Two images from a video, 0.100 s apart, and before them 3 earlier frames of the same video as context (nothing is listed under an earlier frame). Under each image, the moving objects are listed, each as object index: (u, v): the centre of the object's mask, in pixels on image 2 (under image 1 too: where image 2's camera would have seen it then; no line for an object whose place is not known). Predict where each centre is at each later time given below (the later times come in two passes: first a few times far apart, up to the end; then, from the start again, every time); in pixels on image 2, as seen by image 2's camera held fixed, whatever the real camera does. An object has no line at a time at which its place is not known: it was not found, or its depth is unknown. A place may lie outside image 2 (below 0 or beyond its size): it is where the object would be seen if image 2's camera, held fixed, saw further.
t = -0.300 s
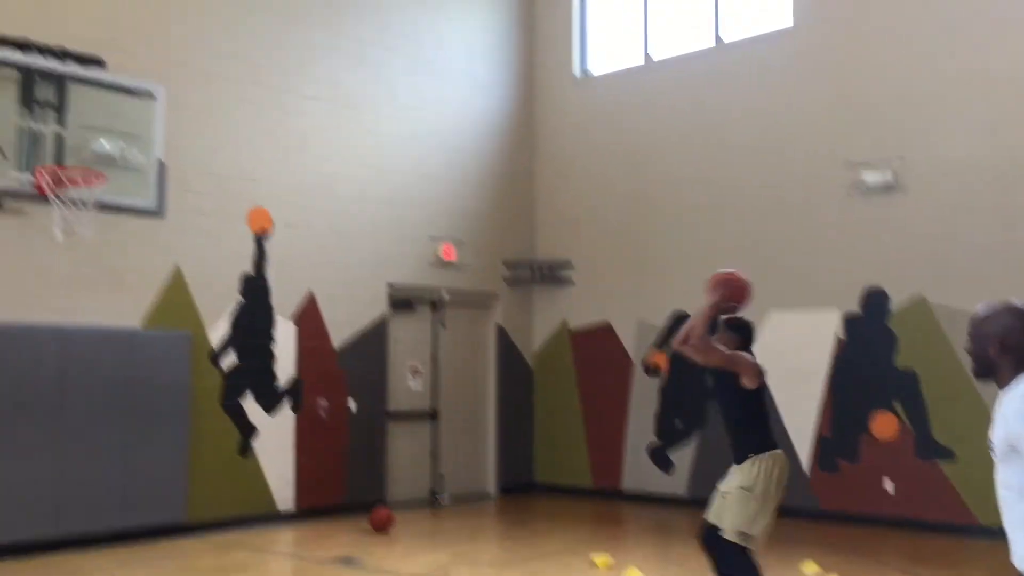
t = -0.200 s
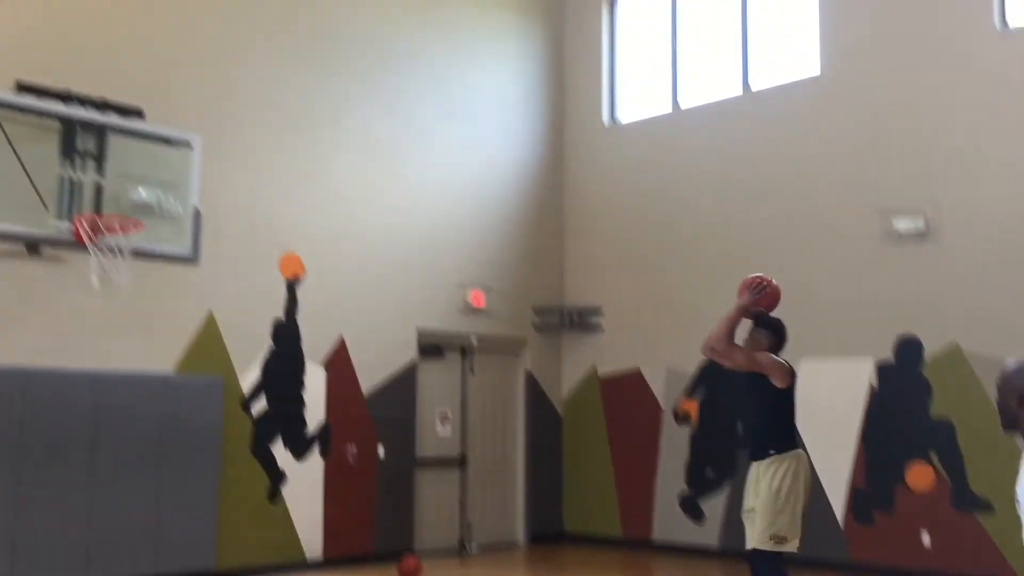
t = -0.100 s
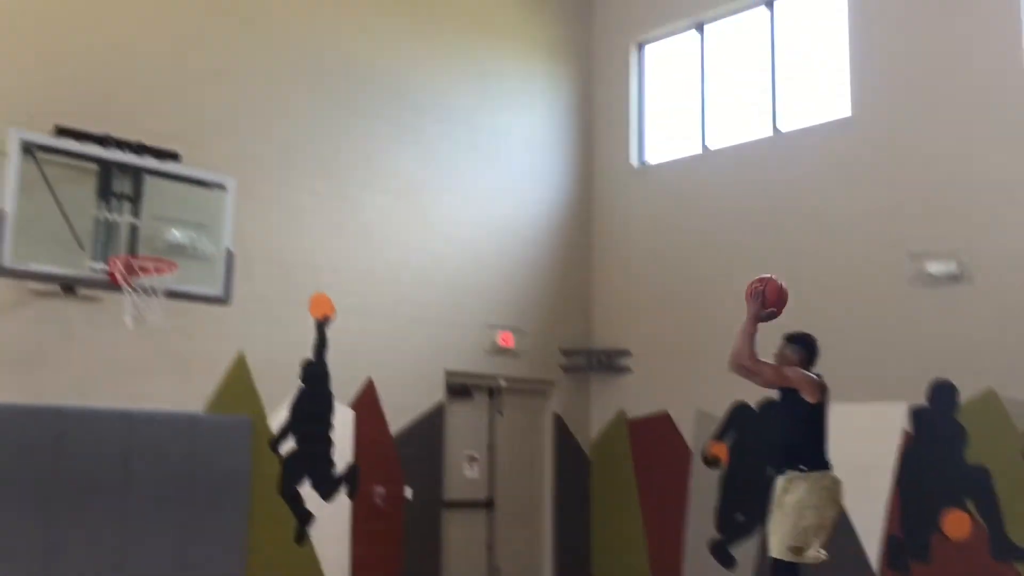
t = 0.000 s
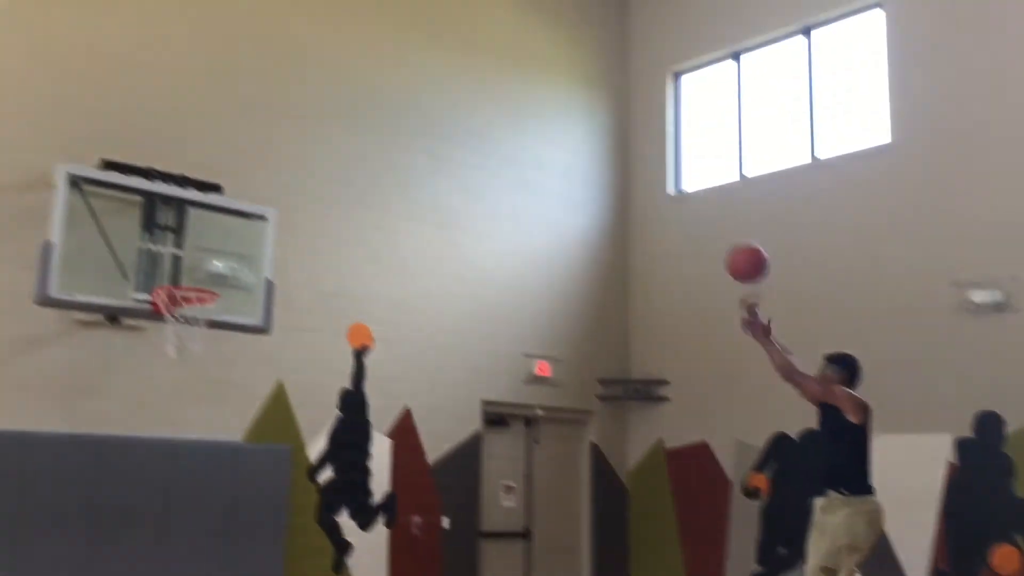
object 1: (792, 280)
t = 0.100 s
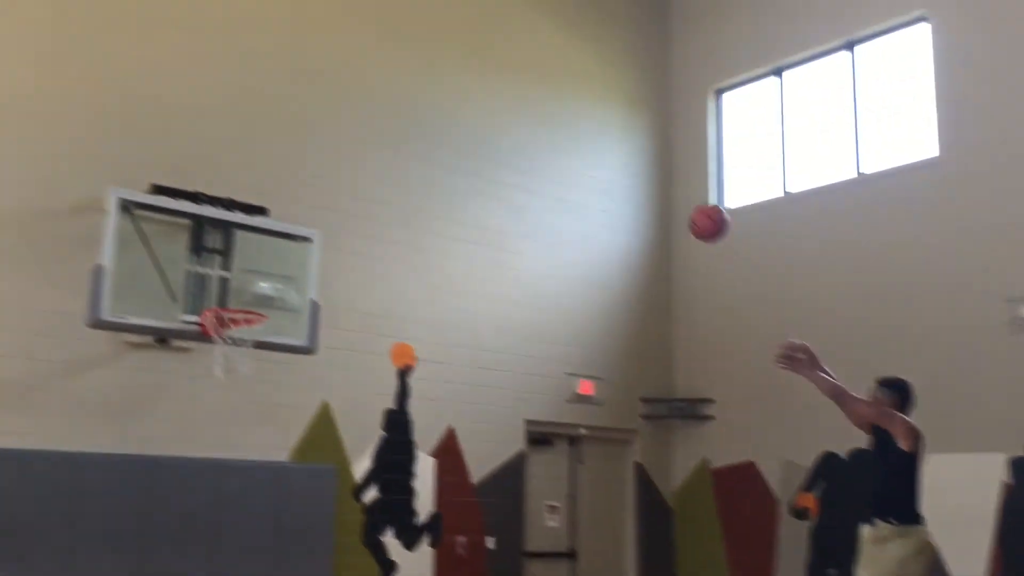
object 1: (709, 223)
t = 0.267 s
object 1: (586, 170)
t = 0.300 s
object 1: (563, 165)
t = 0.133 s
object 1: (683, 208)
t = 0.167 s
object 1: (658, 195)
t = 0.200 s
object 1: (633, 185)
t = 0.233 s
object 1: (609, 177)
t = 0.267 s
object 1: (586, 170)
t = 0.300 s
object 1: (563, 165)
